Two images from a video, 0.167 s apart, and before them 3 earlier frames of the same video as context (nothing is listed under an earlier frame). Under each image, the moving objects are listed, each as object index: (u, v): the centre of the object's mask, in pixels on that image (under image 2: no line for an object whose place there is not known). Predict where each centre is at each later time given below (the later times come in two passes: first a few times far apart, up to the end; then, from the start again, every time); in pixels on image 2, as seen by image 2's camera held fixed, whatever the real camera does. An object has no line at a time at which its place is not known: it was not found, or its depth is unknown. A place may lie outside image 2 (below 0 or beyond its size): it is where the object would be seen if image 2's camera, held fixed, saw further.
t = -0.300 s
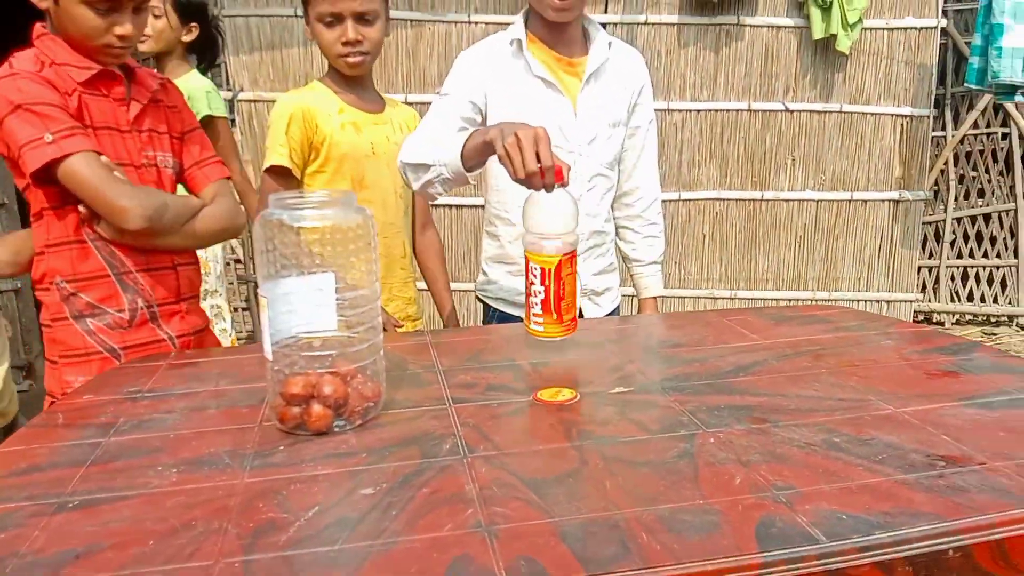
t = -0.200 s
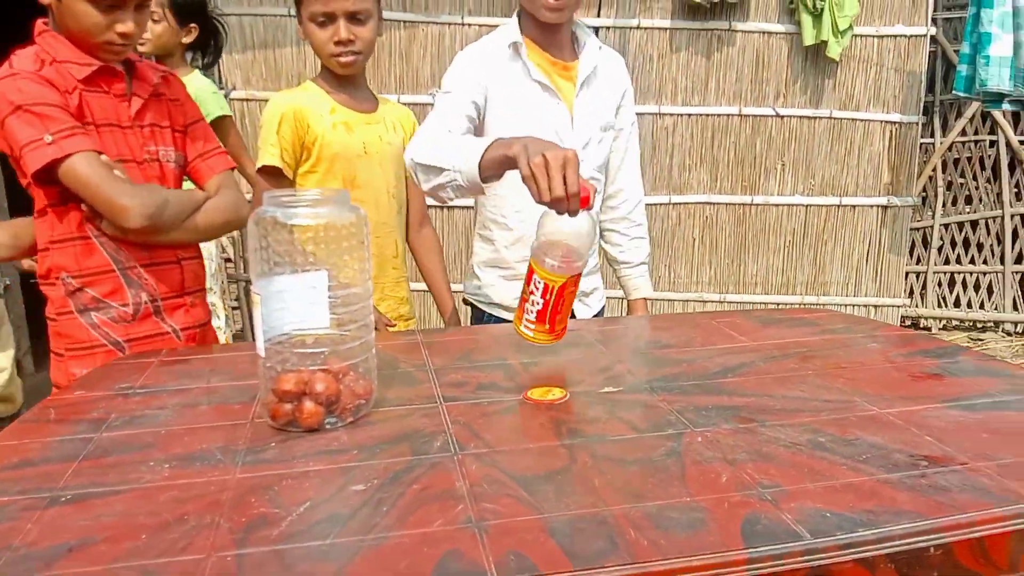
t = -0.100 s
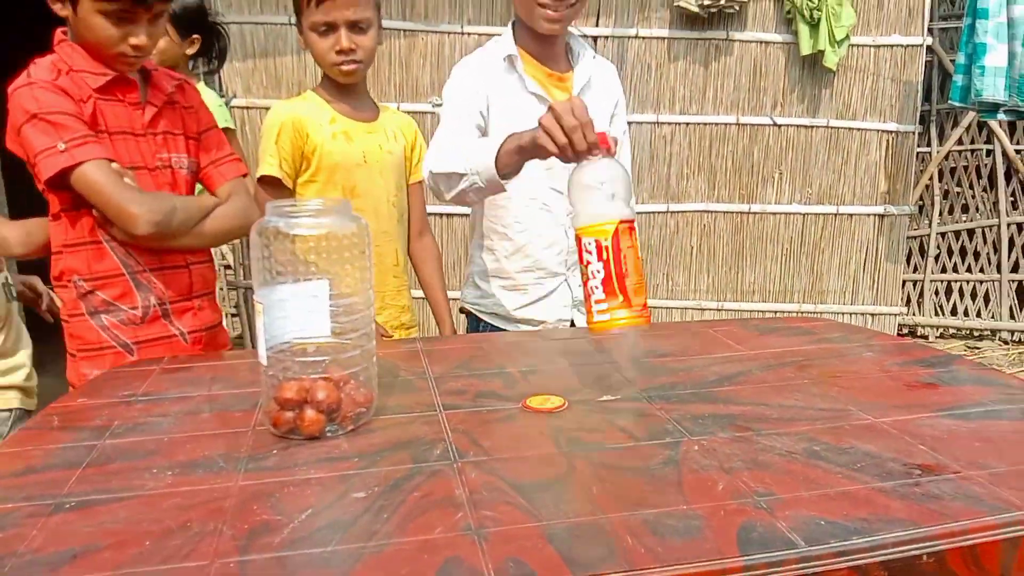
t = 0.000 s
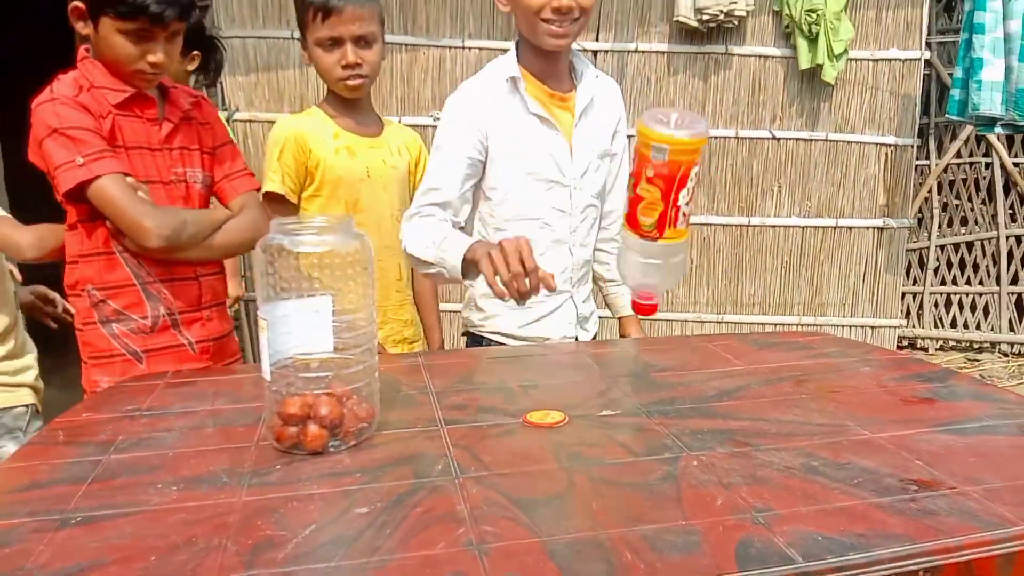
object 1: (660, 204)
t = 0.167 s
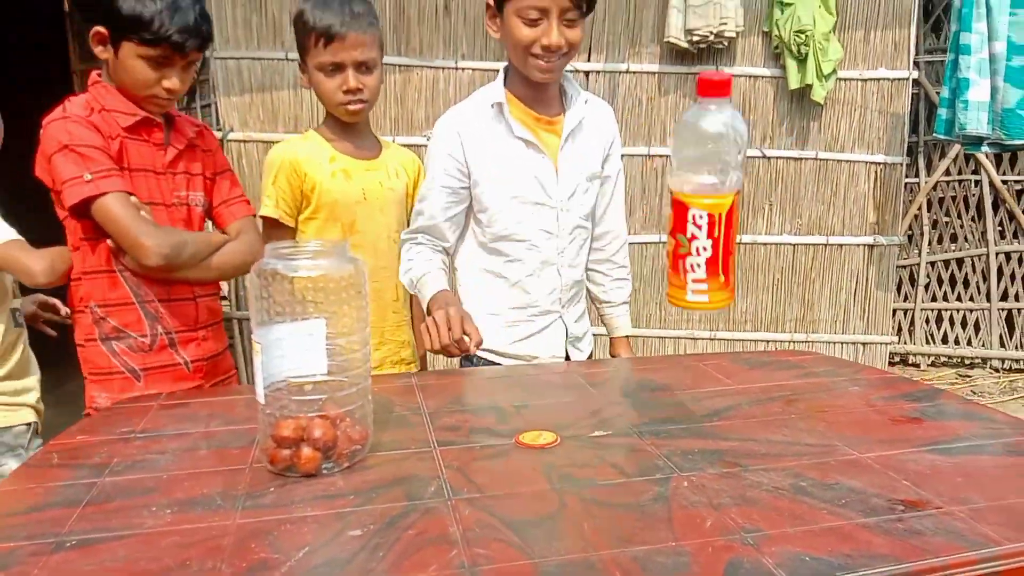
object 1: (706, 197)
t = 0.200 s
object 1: (706, 252)
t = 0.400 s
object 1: (709, 423)
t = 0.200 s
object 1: (706, 252)
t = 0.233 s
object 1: (709, 319)
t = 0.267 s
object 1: (714, 384)
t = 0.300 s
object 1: (712, 423)
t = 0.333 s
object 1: (708, 425)
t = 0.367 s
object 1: (708, 424)
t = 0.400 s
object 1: (709, 423)
